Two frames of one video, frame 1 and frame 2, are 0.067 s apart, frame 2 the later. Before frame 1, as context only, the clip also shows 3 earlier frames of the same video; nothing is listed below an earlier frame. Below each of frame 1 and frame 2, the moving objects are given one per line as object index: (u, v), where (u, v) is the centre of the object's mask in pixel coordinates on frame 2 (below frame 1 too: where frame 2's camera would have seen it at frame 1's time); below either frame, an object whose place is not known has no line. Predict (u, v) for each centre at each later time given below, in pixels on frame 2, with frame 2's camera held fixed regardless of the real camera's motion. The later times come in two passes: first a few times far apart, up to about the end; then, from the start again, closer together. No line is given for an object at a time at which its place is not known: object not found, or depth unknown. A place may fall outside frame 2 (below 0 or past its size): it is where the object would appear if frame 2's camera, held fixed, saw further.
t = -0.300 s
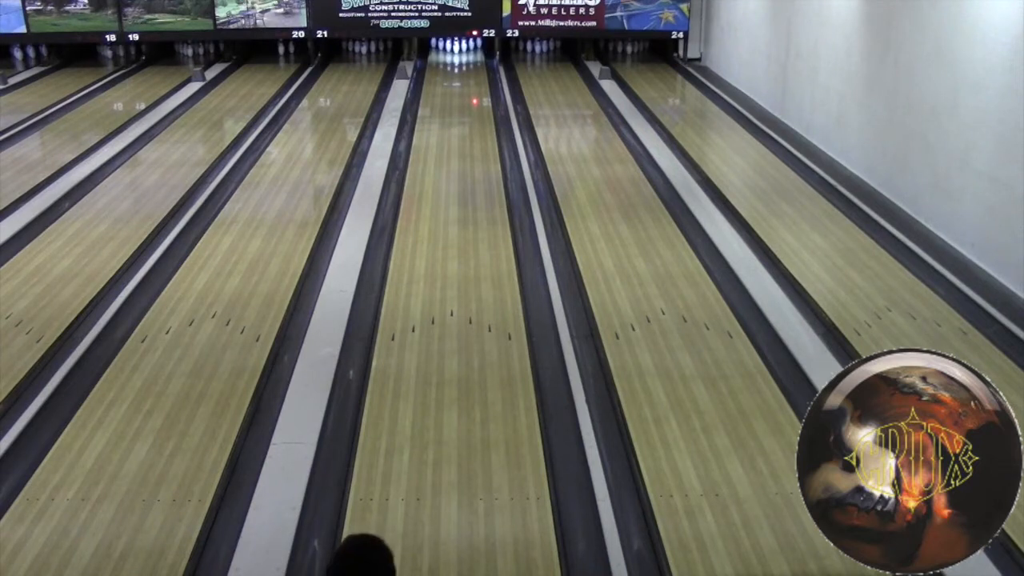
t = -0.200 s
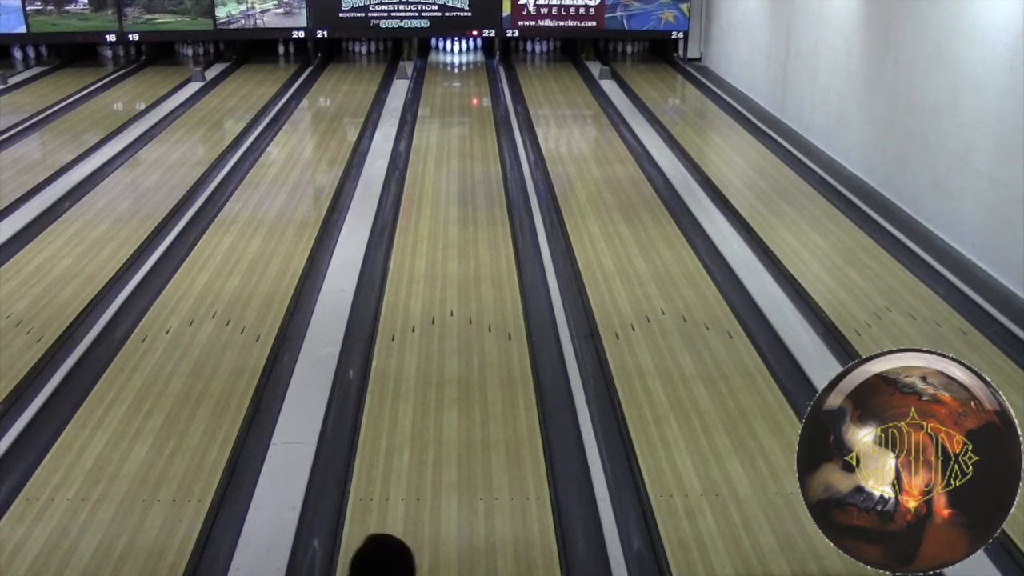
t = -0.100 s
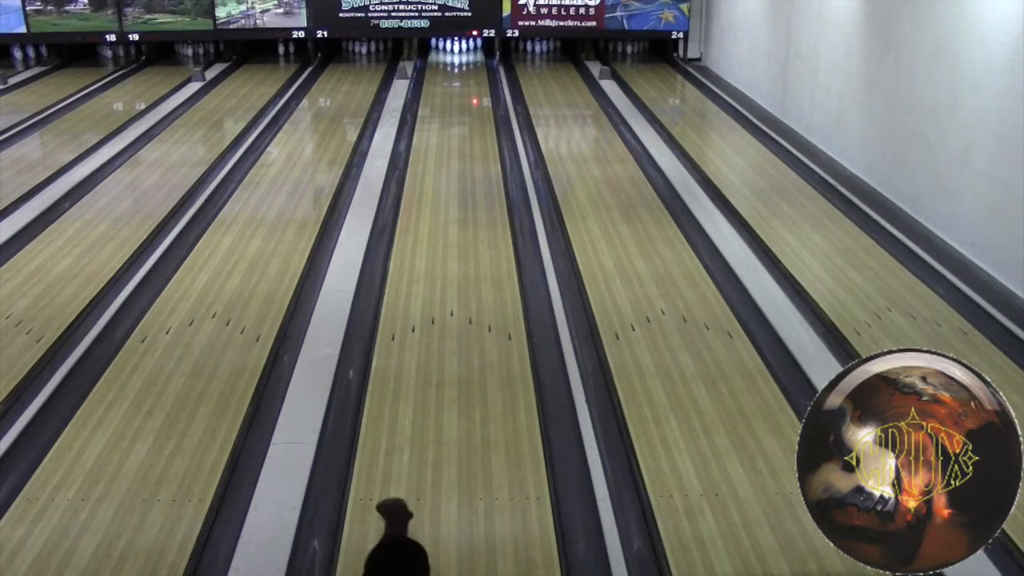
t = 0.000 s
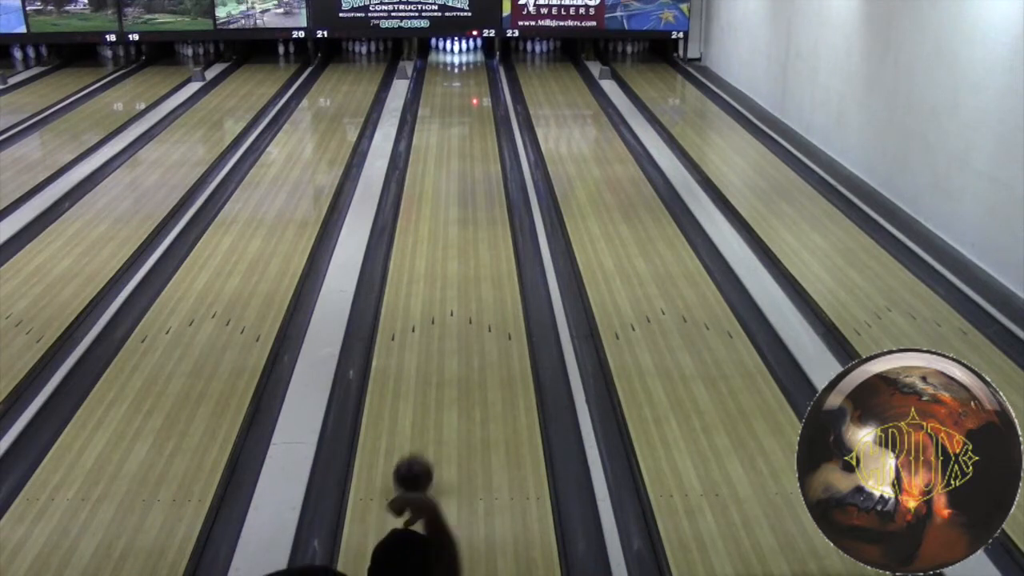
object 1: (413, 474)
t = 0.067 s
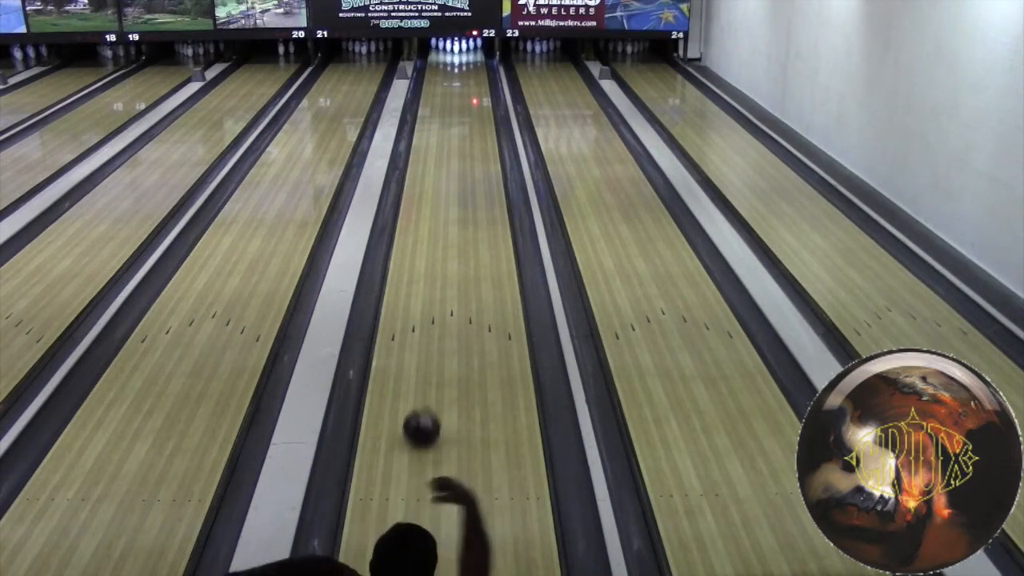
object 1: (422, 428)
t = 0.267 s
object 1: (440, 320)
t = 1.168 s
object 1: (472, 117)
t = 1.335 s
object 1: (473, 100)
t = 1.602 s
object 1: (472, 77)
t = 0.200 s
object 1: (435, 351)
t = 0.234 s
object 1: (438, 335)
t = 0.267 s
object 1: (440, 320)
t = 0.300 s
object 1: (442, 306)
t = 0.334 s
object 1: (445, 293)
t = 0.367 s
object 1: (447, 281)
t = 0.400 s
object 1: (449, 269)
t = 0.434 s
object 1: (451, 258)
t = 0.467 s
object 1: (452, 248)
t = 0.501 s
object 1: (454, 239)
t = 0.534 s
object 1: (456, 230)
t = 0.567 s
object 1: (457, 221)
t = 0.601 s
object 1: (459, 212)
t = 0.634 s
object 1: (460, 204)
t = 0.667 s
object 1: (461, 197)
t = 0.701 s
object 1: (462, 191)
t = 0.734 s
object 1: (463, 184)
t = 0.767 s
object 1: (464, 177)
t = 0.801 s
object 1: (465, 171)
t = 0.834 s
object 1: (466, 165)
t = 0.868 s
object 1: (467, 159)
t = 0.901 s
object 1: (468, 154)
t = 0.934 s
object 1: (468, 149)
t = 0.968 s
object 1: (469, 143)
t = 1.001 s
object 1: (470, 139)
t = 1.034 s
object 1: (470, 134)
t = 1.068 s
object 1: (471, 130)
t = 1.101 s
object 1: (471, 125)
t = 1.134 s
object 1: (472, 121)
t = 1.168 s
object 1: (472, 117)
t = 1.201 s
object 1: (473, 113)
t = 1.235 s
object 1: (473, 109)
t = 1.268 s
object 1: (473, 106)
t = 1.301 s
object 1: (473, 103)
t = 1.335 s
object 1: (473, 100)
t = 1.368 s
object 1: (473, 96)
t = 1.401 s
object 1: (473, 93)
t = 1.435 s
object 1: (473, 90)
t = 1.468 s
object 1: (473, 88)
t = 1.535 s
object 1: (472, 82)
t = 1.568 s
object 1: (472, 80)
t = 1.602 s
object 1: (472, 77)
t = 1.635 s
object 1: (471, 75)
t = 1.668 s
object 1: (470, 73)
